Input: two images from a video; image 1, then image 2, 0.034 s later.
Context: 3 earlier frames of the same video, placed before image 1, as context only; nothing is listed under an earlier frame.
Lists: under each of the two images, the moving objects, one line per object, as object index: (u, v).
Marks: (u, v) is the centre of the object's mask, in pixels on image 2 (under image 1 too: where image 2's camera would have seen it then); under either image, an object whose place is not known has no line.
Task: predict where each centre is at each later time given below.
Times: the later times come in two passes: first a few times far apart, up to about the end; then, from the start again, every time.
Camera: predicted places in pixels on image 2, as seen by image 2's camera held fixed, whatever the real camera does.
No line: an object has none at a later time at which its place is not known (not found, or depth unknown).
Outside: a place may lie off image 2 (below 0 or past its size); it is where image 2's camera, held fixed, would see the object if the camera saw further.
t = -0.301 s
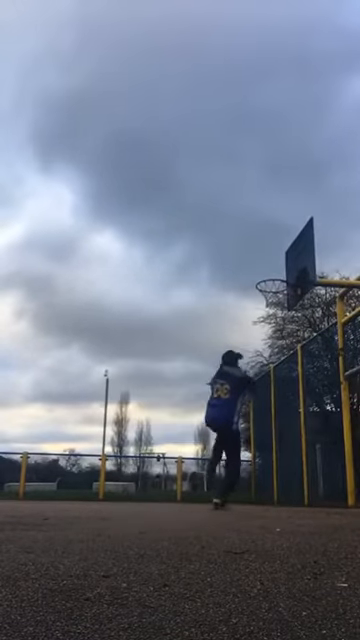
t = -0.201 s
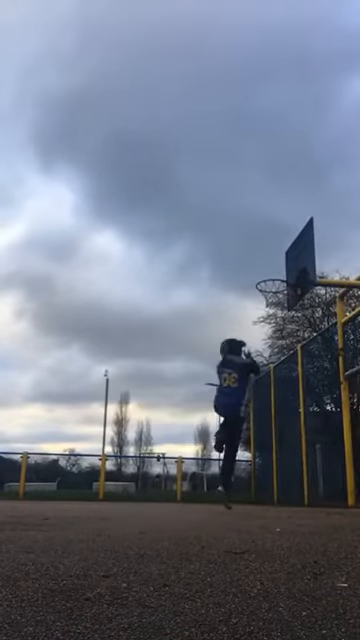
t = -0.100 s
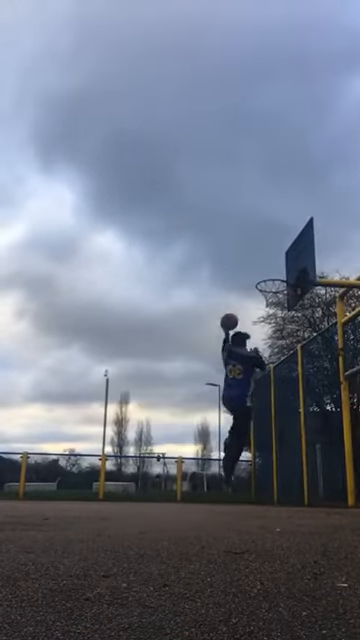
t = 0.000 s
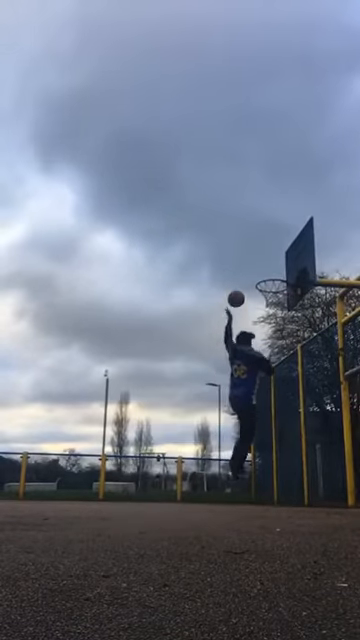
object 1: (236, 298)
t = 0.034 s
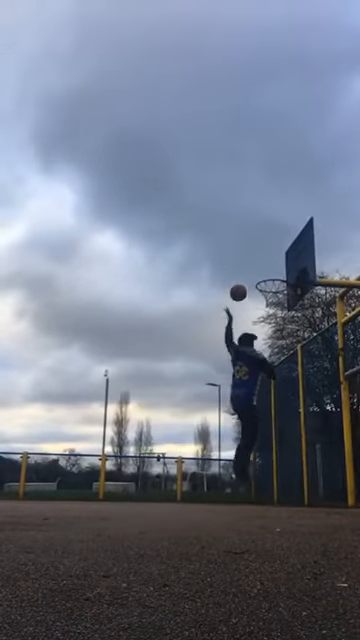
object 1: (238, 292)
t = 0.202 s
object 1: (249, 274)
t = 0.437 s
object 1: (264, 277)
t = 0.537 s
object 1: (270, 288)
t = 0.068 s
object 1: (240, 288)
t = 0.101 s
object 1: (242, 283)
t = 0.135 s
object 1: (244, 279)
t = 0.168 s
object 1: (247, 276)
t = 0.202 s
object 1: (249, 274)
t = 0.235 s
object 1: (251, 272)
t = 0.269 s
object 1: (253, 272)
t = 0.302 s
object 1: (255, 271)
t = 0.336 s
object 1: (257, 272)
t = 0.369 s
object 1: (259, 273)
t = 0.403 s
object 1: (262, 274)
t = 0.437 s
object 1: (264, 277)
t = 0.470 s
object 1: (266, 280)
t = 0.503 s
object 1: (268, 284)
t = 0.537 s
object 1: (270, 288)
